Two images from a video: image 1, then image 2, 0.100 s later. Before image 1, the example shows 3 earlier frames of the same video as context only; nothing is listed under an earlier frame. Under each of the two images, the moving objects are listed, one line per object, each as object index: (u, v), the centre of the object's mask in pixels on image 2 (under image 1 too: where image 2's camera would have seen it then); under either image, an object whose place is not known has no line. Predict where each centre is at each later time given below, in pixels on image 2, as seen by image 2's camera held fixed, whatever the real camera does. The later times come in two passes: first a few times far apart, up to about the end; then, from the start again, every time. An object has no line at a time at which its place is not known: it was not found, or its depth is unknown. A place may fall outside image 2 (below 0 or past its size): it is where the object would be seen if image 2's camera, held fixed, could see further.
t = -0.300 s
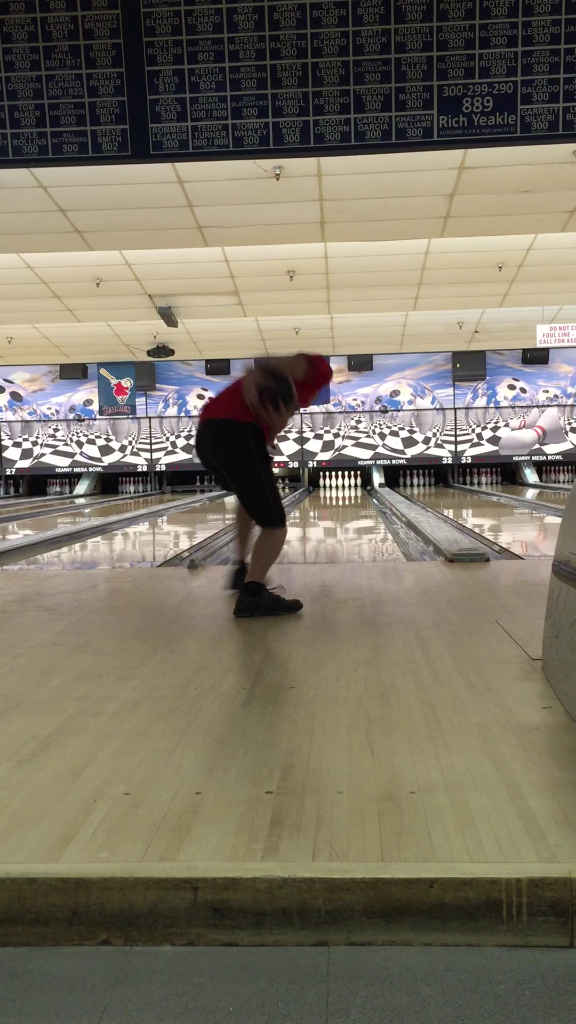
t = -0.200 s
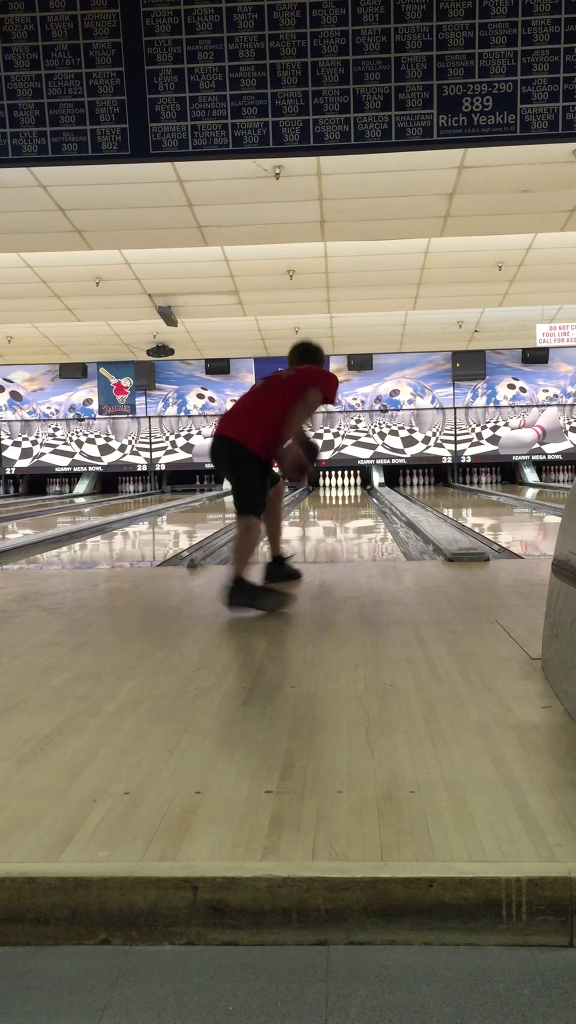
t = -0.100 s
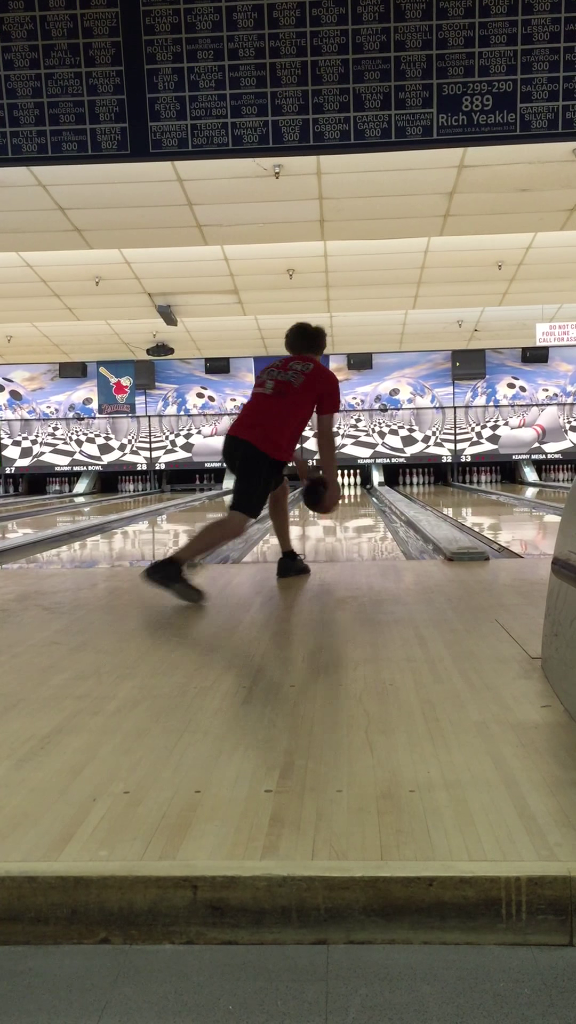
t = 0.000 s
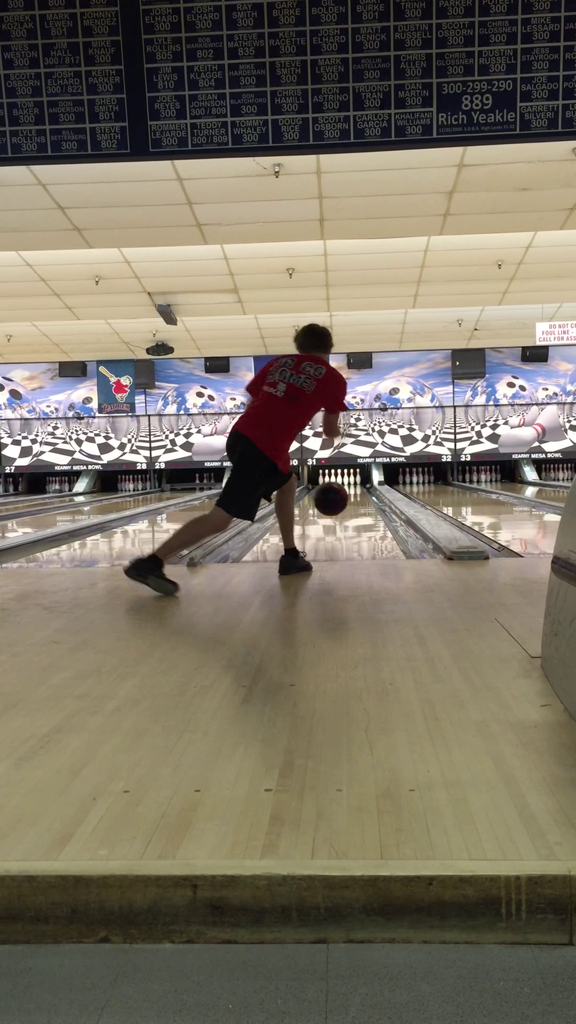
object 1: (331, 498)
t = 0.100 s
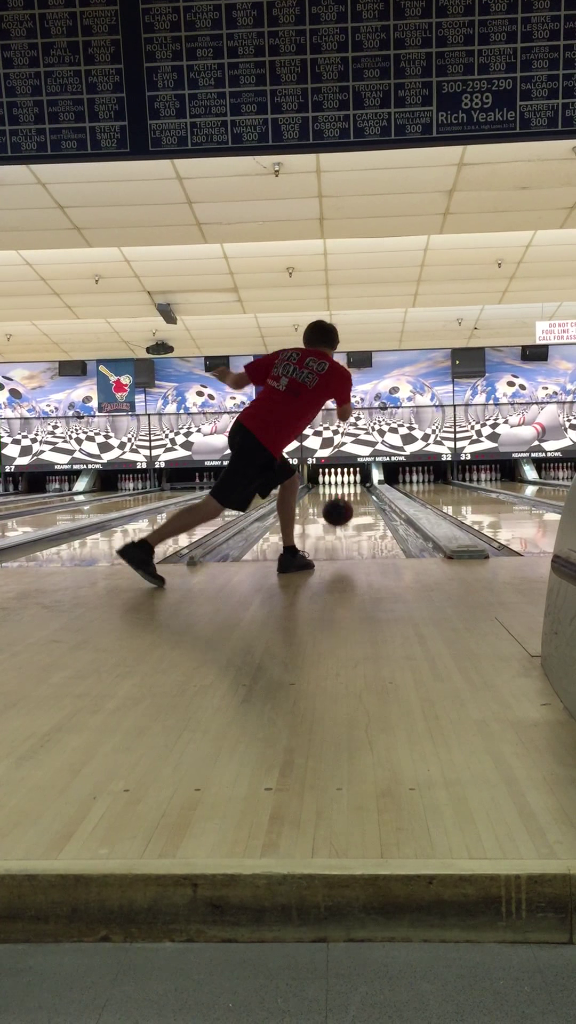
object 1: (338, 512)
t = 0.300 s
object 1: (347, 519)
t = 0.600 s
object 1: (356, 507)
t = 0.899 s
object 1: (360, 498)
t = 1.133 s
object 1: (361, 493)
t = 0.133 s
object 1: (339, 518)
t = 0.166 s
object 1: (342, 526)
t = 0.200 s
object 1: (343, 525)
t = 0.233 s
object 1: (345, 522)
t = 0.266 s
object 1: (346, 520)
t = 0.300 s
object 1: (347, 519)
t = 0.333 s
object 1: (349, 518)
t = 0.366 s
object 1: (350, 516)
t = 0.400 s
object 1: (351, 515)
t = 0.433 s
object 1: (352, 513)
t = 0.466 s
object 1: (353, 512)
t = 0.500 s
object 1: (353, 510)
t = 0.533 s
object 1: (354, 509)
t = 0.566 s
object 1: (355, 508)
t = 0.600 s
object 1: (356, 507)
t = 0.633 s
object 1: (356, 506)
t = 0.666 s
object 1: (357, 505)
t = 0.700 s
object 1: (358, 504)
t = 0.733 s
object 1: (358, 503)
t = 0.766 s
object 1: (359, 502)
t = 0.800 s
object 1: (359, 501)
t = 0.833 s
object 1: (359, 500)
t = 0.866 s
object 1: (360, 499)
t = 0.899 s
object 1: (360, 498)
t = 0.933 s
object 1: (360, 497)
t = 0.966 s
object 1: (360, 497)
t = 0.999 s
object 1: (361, 496)
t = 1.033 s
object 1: (361, 495)
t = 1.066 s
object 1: (361, 495)
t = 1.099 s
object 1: (361, 494)
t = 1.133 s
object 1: (361, 493)
